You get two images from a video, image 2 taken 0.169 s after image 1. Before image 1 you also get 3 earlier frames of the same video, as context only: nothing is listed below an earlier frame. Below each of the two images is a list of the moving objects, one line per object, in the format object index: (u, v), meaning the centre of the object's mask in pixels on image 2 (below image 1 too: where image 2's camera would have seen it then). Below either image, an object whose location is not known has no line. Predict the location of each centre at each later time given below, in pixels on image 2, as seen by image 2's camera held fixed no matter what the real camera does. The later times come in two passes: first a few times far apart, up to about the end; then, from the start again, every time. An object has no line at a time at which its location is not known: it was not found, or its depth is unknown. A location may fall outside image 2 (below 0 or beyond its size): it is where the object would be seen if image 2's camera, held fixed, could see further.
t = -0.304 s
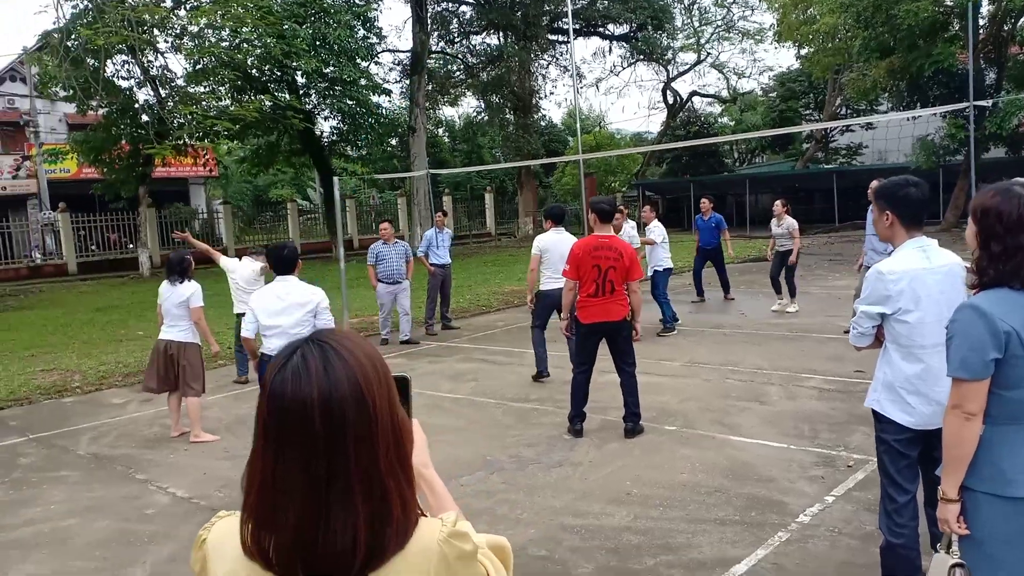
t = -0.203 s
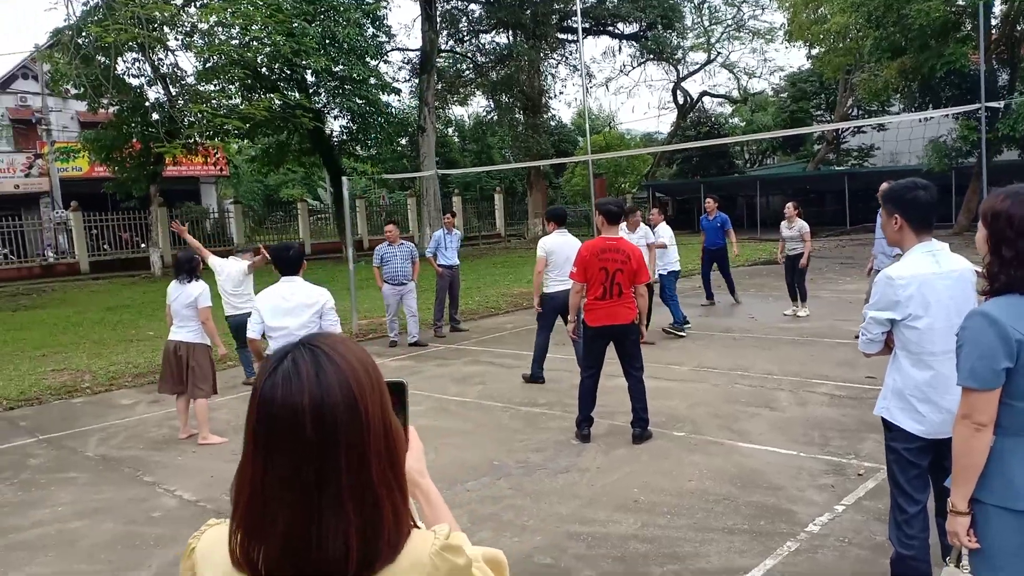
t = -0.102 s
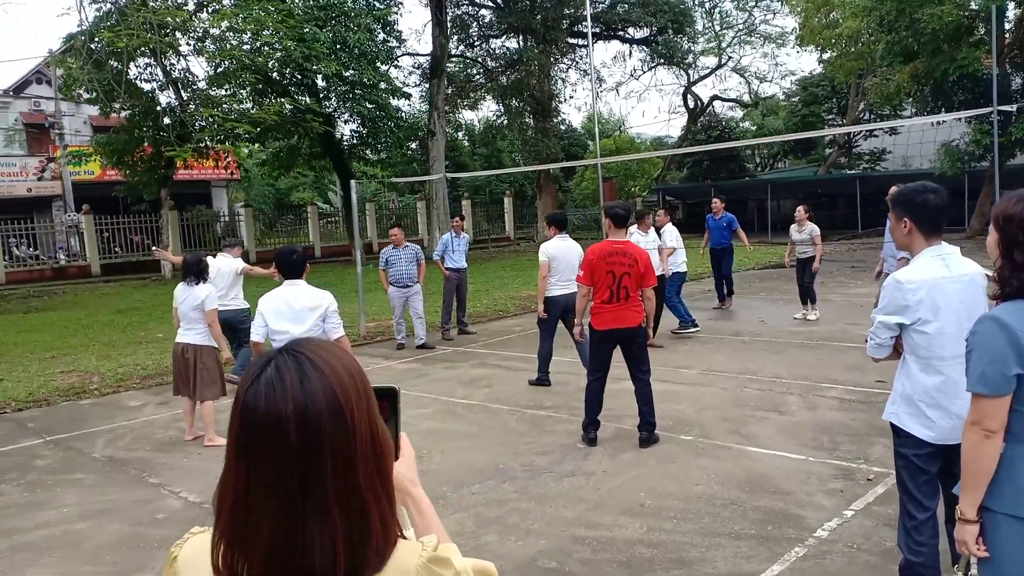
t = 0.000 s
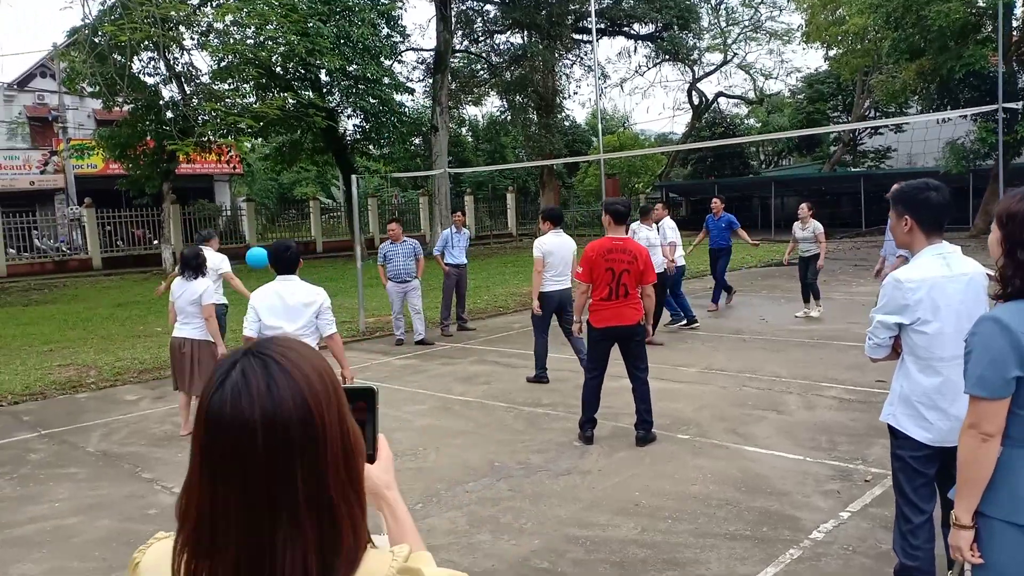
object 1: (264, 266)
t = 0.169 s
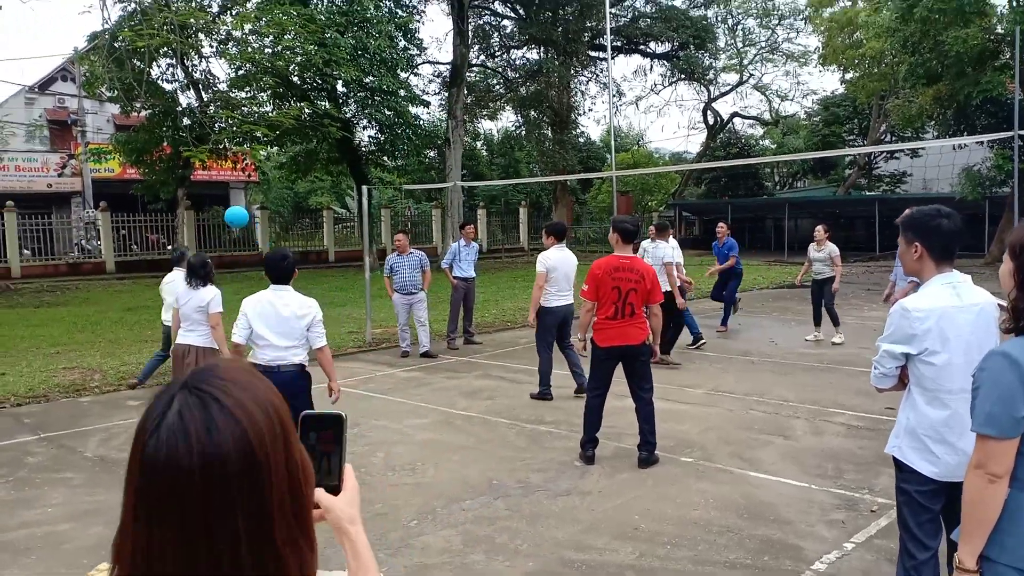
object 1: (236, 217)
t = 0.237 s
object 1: (224, 205)
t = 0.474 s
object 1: (188, 194)
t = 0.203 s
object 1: (230, 211)
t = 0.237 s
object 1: (224, 205)
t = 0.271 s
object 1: (219, 200)
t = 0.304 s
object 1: (213, 196)
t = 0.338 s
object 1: (206, 193)
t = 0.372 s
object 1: (201, 191)
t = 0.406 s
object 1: (197, 191)
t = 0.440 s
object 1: (192, 192)
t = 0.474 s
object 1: (188, 194)
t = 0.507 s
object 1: (183, 195)
